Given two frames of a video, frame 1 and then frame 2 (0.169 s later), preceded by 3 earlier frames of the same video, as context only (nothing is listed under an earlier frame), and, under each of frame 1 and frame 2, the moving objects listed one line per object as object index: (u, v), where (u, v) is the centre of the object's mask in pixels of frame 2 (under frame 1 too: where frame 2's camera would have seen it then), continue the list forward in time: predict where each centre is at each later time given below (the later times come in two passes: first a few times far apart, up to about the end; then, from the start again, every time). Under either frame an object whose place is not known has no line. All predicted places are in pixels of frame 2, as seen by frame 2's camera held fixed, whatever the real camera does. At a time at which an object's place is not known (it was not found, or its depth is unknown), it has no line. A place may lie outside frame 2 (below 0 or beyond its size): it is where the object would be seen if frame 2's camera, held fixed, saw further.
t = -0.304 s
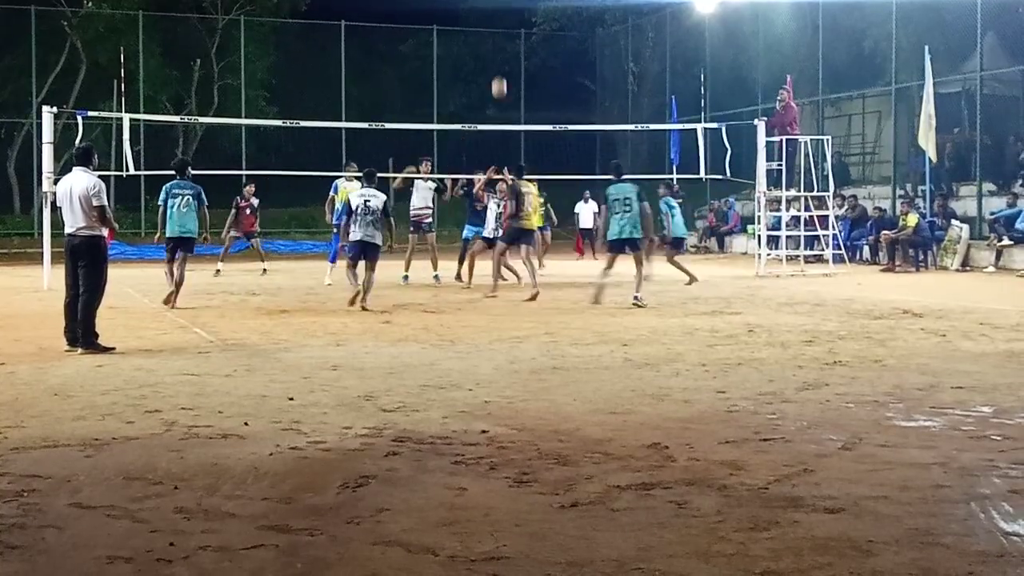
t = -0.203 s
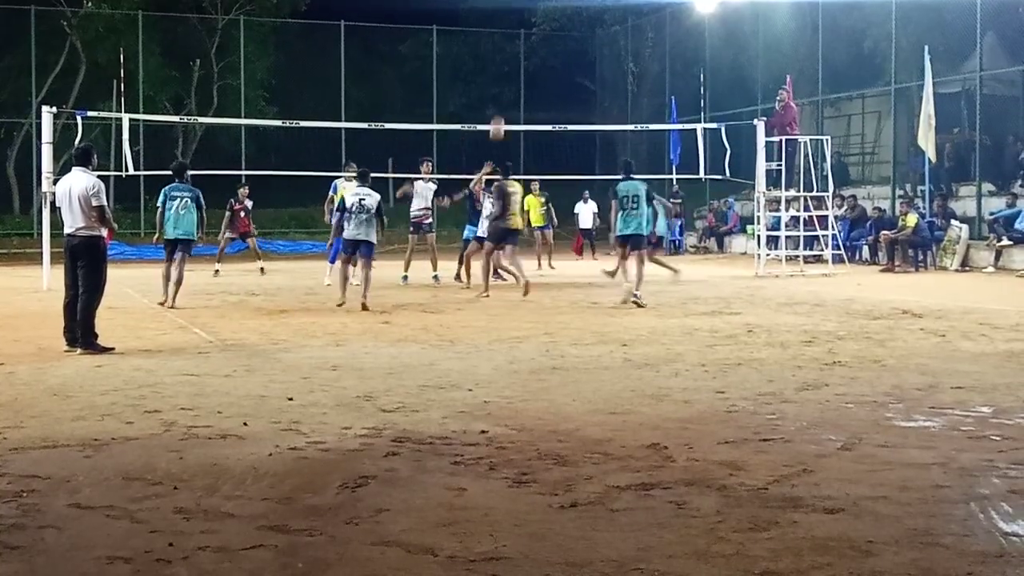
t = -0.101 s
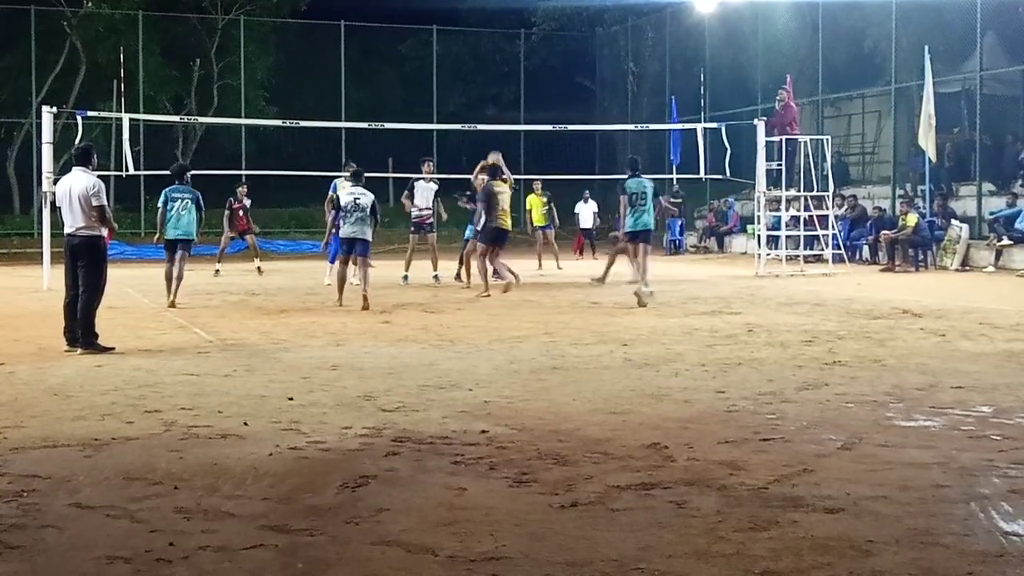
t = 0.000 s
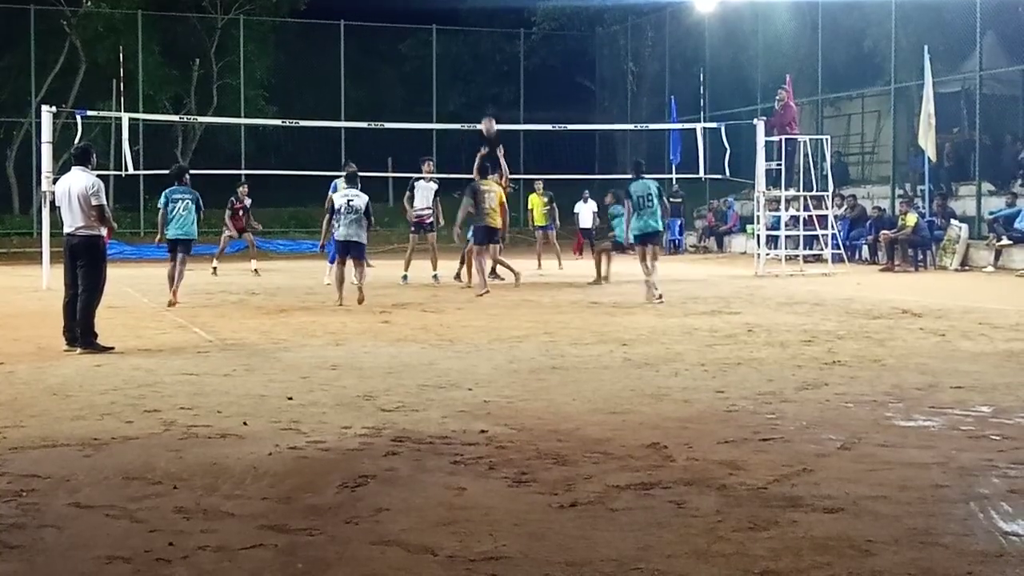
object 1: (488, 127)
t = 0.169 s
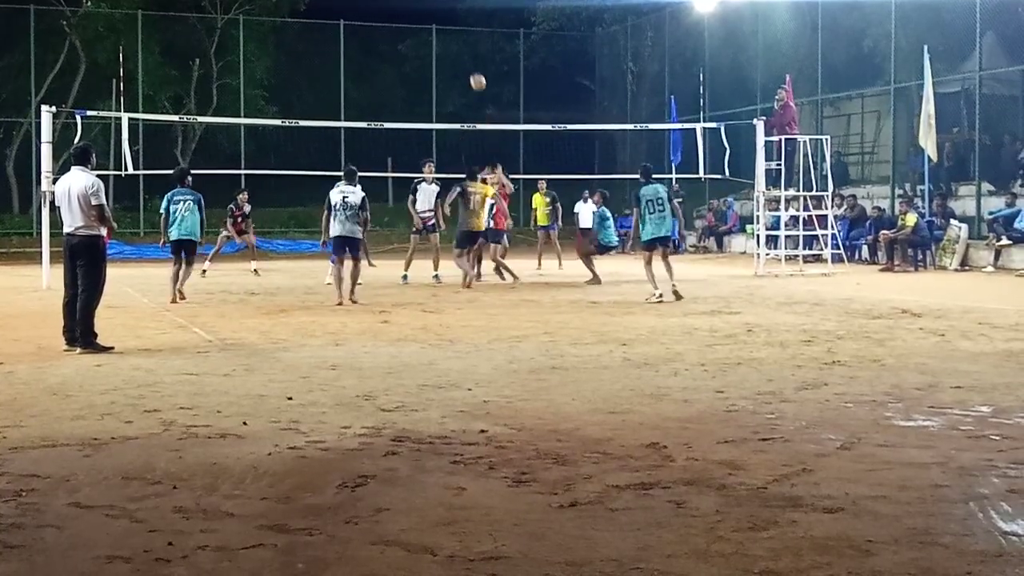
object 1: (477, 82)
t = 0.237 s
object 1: (473, 70)
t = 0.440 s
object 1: (461, 50)
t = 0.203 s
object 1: (475, 75)
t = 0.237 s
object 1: (473, 70)
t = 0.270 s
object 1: (471, 64)
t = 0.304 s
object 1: (469, 60)
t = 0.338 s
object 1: (467, 56)
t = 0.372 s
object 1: (465, 54)
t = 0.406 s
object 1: (463, 52)
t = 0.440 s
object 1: (461, 50)
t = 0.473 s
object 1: (459, 50)
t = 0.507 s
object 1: (457, 50)
